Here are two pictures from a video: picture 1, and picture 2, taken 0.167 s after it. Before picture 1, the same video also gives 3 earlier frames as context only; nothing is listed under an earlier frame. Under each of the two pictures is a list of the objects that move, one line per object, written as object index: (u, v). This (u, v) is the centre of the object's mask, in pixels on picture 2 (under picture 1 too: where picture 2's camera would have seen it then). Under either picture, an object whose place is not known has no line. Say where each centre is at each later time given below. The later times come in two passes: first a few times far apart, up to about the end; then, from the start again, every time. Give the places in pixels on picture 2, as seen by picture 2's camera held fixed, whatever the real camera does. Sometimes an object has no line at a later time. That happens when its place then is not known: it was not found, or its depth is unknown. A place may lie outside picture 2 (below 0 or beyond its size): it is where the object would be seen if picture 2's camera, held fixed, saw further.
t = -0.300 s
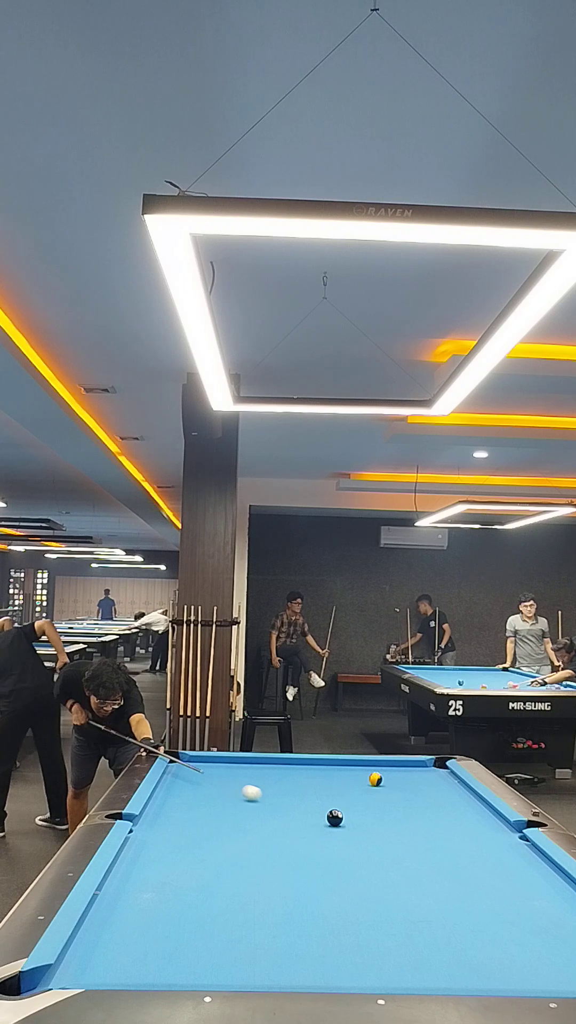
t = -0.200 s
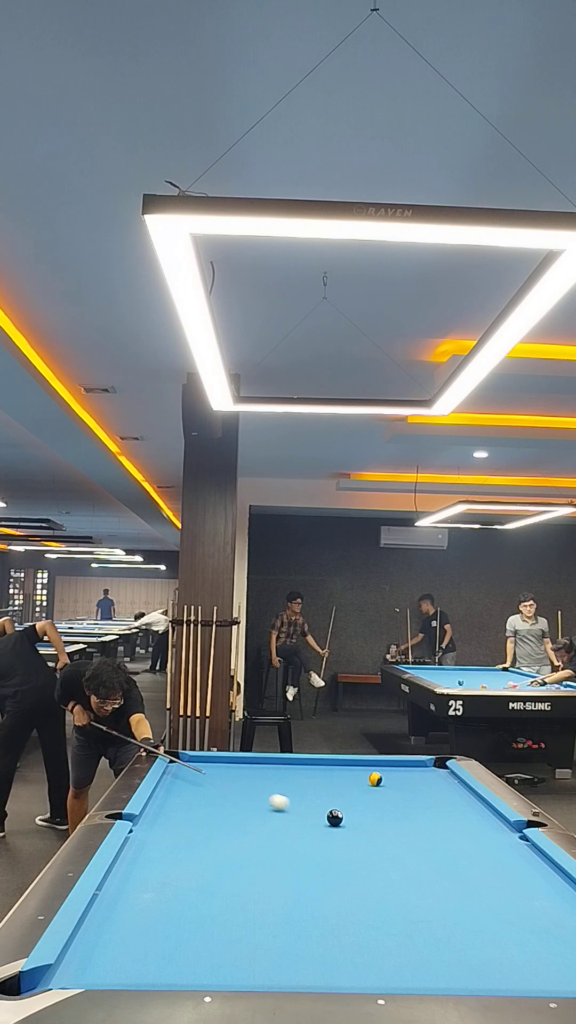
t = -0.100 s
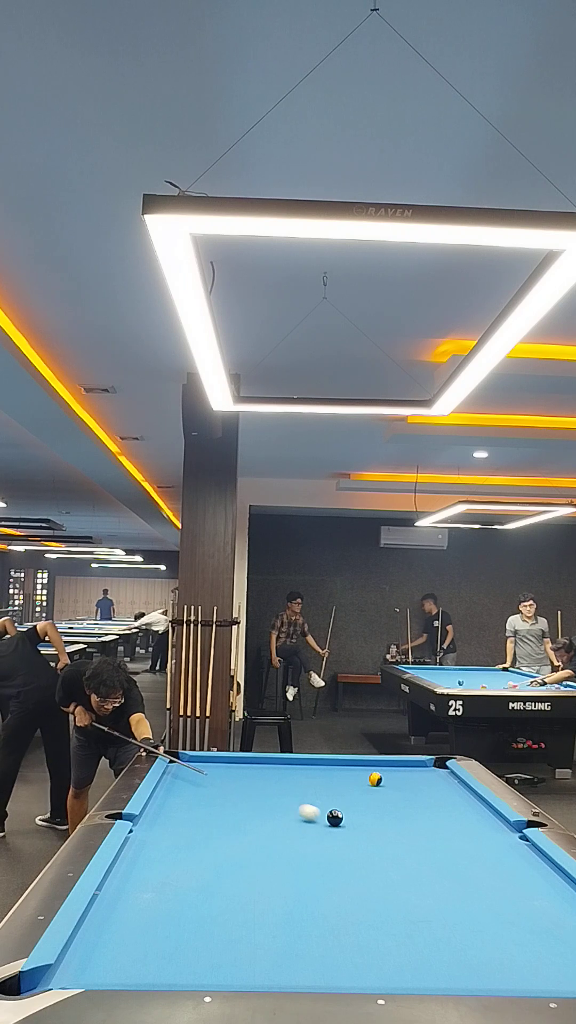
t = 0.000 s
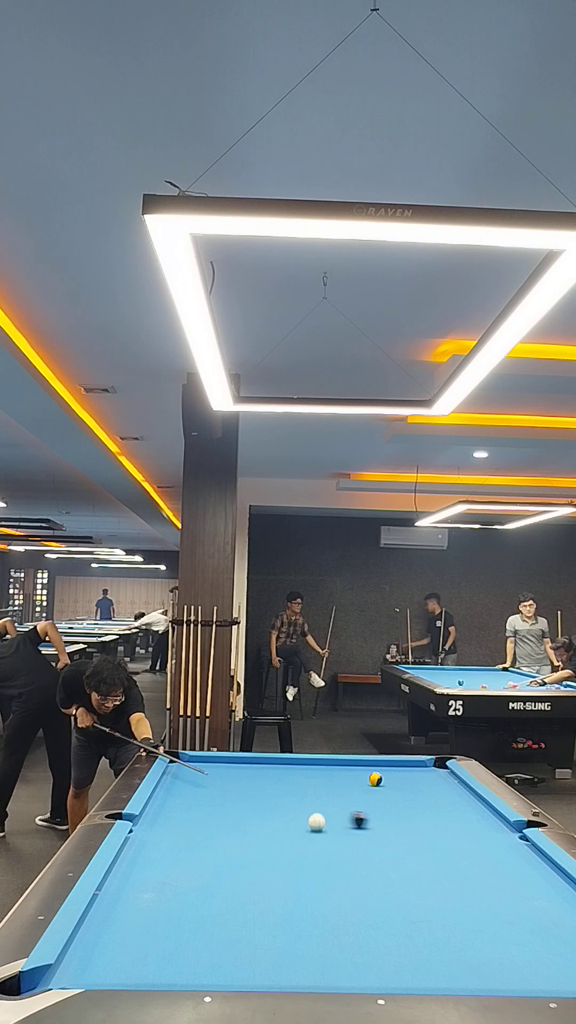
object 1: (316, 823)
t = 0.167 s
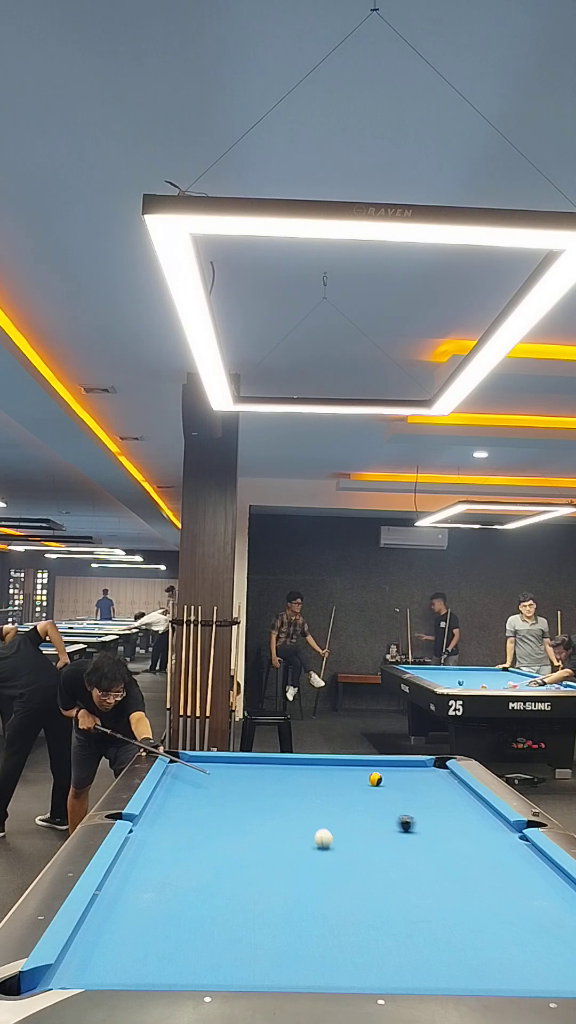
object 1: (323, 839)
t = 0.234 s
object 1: (326, 846)
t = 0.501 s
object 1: (342, 879)
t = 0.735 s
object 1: (359, 917)
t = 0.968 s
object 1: (380, 965)
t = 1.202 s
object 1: (383, 963)
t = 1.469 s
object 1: (374, 928)
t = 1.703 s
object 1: (367, 903)
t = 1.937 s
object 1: (361, 882)
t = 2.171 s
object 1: (355, 865)
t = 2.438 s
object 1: (350, 849)
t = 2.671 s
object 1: (346, 836)
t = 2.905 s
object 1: (343, 825)
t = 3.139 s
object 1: (340, 815)
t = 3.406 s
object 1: (337, 805)
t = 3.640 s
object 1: (334, 798)
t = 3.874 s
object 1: (331, 791)
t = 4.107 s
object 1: (329, 785)
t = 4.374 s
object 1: (327, 778)
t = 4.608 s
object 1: (325, 773)
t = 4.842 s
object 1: (323, 768)
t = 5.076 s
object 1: (321, 764)
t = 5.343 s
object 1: (320, 762)
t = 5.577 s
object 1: (321, 764)
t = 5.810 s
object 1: (321, 767)
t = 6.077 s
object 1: (322, 769)
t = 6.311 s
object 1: (322, 771)
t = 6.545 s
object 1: (322, 773)
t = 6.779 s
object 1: (323, 775)
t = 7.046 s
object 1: (324, 777)
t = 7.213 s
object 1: (324, 778)
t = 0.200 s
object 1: (325, 842)
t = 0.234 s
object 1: (326, 846)
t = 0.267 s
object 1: (328, 850)
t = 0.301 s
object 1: (330, 854)
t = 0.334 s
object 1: (332, 858)
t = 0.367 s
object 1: (334, 862)
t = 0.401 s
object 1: (335, 866)
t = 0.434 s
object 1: (337, 870)
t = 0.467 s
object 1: (340, 875)
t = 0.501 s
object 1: (342, 879)
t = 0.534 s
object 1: (344, 884)
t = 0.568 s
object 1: (346, 889)
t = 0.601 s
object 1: (349, 895)
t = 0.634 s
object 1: (351, 900)
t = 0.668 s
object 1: (353, 905)
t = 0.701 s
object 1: (356, 911)
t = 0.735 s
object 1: (359, 917)
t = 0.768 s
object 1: (361, 923)
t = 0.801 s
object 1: (364, 929)
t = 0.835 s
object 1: (367, 936)
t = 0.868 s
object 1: (370, 943)
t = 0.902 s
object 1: (373, 950)
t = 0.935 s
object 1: (377, 957)
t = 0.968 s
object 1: (380, 965)
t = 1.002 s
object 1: (383, 970)
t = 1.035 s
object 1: (387, 975)
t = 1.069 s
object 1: (389, 977)
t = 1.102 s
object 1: (387, 974)
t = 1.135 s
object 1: (386, 971)
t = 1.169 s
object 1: (384, 968)
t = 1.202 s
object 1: (383, 963)
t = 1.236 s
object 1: (382, 958)
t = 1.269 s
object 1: (381, 953)
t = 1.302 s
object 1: (379, 948)
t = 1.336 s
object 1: (378, 944)
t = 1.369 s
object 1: (377, 940)
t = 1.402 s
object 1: (376, 936)
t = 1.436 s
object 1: (375, 932)
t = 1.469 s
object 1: (374, 928)
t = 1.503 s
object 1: (373, 924)
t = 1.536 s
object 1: (372, 920)
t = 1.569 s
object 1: (370, 917)
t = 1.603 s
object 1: (370, 913)
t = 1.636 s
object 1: (369, 910)
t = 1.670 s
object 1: (368, 906)
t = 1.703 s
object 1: (367, 903)
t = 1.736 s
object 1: (366, 900)
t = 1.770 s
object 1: (365, 897)
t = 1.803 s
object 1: (364, 894)
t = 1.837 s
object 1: (363, 891)
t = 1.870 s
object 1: (362, 888)
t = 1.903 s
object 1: (361, 885)
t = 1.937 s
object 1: (361, 882)
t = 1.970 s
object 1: (360, 880)
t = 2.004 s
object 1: (359, 878)
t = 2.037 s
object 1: (358, 875)
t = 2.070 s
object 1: (358, 873)
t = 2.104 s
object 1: (357, 870)
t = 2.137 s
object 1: (356, 868)
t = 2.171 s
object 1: (355, 865)
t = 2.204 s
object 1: (355, 863)
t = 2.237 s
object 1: (354, 861)
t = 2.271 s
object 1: (353, 859)
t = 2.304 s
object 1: (353, 857)
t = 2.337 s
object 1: (352, 855)
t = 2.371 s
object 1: (351, 853)
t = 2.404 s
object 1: (351, 851)
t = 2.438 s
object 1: (350, 849)
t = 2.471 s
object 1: (350, 847)
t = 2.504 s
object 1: (349, 845)
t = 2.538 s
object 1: (348, 843)
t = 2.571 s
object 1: (348, 841)
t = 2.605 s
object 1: (347, 840)
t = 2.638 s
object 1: (347, 838)
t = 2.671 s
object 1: (346, 836)
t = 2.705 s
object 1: (346, 834)
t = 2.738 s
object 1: (345, 833)
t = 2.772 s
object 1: (345, 831)
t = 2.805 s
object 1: (345, 830)
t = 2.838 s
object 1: (344, 828)
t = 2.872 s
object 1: (344, 826)
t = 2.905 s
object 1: (343, 825)
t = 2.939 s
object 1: (343, 824)
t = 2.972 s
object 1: (342, 822)
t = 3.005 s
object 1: (342, 821)
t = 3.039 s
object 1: (341, 819)
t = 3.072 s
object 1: (341, 818)
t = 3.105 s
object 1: (341, 817)
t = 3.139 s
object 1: (340, 815)
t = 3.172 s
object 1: (340, 814)
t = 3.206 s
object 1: (340, 813)
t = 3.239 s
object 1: (339, 811)
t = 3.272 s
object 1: (339, 810)
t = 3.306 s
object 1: (338, 809)
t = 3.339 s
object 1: (338, 808)
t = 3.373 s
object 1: (337, 806)
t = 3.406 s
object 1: (337, 805)
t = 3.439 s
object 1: (337, 804)
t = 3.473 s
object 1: (336, 803)
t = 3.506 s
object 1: (336, 802)
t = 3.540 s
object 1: (335, 801)
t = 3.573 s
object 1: (335, 800)
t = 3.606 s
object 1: (334, 799)
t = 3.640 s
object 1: (334, 798)
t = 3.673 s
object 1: (333, 797)
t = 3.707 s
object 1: (333, 796)
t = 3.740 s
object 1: (333, 795)
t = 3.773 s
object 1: (332, 794)
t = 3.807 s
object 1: (332, 793)
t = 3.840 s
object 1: (331, 792)
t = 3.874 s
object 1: (331, 791)
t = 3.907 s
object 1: (331, 790)
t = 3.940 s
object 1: (330, 789)
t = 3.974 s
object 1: (330, 788)
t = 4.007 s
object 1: (330, 787)
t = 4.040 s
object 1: (329, 786)
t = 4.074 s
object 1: (329, 785)
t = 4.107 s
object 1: (329, 785)
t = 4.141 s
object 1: (328, 784)
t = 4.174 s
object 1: (328, 783)
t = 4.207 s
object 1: (328, 782)
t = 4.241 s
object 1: (328, 781)
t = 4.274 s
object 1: (327, 781)
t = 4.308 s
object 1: (327, 780)
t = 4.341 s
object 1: (327, 779)
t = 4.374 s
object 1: (327, 778)
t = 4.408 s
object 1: (327, 778)
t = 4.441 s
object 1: (326, 777)
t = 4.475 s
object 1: (326, 776)
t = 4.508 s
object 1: (326, 775)
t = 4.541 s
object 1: (326, 775)
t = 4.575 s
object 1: (325, 774)
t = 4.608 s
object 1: (325, 773)
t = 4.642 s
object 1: (325, 773)
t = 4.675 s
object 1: (324, 772)
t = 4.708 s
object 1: (324, 771)
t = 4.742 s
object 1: (324, 771)
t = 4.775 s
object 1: (323, 770)
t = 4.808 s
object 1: (323, 769)
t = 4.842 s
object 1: (323, 768)
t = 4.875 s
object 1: (323, 768)
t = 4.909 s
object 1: (323, 767)
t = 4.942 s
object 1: (322, 767)
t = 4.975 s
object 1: (322, 766)
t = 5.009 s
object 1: (322, 766)
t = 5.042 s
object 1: (322, 765)
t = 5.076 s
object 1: (321, 764)
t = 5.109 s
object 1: (321, 764)
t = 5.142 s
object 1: (321, 763)
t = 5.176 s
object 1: (321, 763)
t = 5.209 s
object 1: (321, 762)
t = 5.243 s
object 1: (320, 762)
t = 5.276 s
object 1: (320, 761)
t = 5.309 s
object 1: (320, 762)
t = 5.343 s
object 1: (320, 762)
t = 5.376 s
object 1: (321, 762)
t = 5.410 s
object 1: (321, 763)
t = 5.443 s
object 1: (321, 763)
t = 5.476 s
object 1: (321, 763)
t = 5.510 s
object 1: (321, 764)
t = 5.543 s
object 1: (321, 764)
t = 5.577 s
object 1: (321, 764)
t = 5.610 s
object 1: (321, 765)
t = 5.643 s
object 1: (321, 765)
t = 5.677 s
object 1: (321, 765)
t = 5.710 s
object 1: (321, 766)
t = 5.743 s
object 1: (321, 766)
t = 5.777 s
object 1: (321, 766)
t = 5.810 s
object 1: (321, 767)
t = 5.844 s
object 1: (322, 767)
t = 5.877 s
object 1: (322, 767)
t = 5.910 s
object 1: (322, 768)
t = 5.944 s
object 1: (322, 768)
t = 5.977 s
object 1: (322, 768)
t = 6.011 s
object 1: (322, 768)
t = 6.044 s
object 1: (322, 769)
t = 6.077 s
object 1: (322, 769)
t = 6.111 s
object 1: (322, 769)
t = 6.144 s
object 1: (322, 770)
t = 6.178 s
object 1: (322, 770)
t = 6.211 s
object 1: (322, 770)
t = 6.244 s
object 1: (322, 771)
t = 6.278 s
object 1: (322, 771)
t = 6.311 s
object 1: (322, 771)
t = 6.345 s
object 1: (322, 771)
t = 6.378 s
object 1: (322, 772)
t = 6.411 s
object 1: (322, 772)
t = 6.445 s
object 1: (322, 772)
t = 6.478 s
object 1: (322, 773)
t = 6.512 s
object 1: (322, 773)
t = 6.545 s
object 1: (322, 773)
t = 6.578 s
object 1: (322, 773)
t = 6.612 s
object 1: (322, 774)
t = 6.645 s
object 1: (323, 774)
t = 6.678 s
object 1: (323, 774)
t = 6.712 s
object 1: (323, 774)
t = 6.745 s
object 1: (323, 775)
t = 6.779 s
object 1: (323, 775)
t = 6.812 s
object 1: (323, 775)
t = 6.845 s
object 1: (323, 775)
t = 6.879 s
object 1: (323, 776)
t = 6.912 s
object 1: (323, 776)
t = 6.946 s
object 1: (324, 776)
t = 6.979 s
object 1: (324, 776)
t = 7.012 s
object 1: (324, 776)
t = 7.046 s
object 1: (324, 777)
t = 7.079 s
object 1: (324, 777)
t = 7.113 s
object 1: (324, 777)
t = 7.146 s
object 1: (324, 777)
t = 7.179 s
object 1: (324, 777)
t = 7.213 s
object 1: (324, 778)
